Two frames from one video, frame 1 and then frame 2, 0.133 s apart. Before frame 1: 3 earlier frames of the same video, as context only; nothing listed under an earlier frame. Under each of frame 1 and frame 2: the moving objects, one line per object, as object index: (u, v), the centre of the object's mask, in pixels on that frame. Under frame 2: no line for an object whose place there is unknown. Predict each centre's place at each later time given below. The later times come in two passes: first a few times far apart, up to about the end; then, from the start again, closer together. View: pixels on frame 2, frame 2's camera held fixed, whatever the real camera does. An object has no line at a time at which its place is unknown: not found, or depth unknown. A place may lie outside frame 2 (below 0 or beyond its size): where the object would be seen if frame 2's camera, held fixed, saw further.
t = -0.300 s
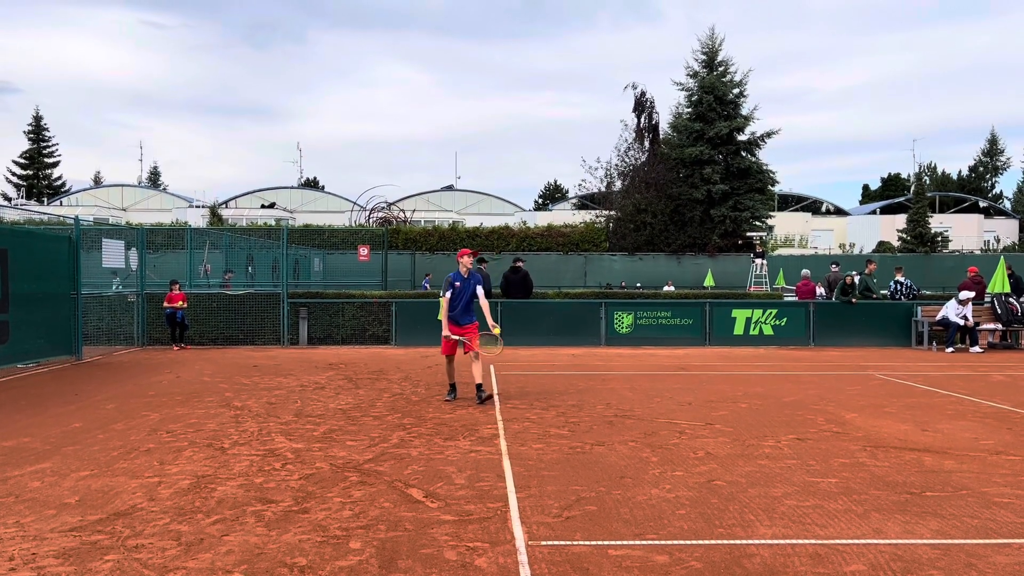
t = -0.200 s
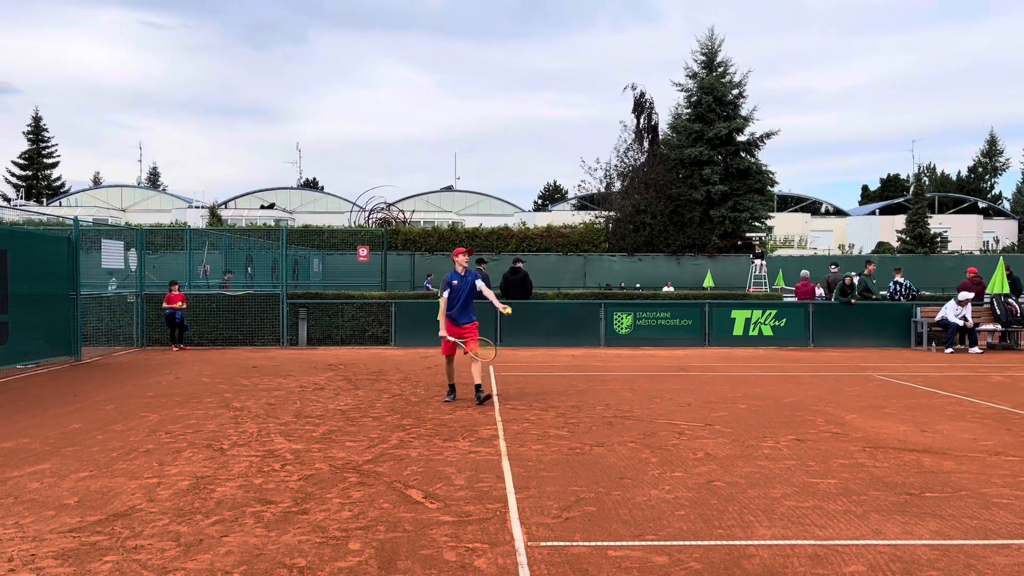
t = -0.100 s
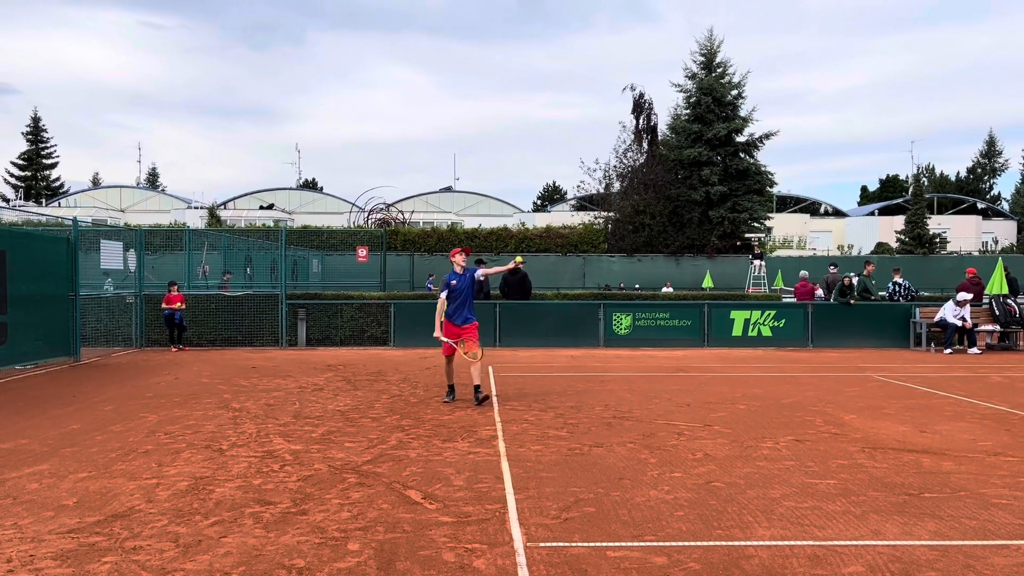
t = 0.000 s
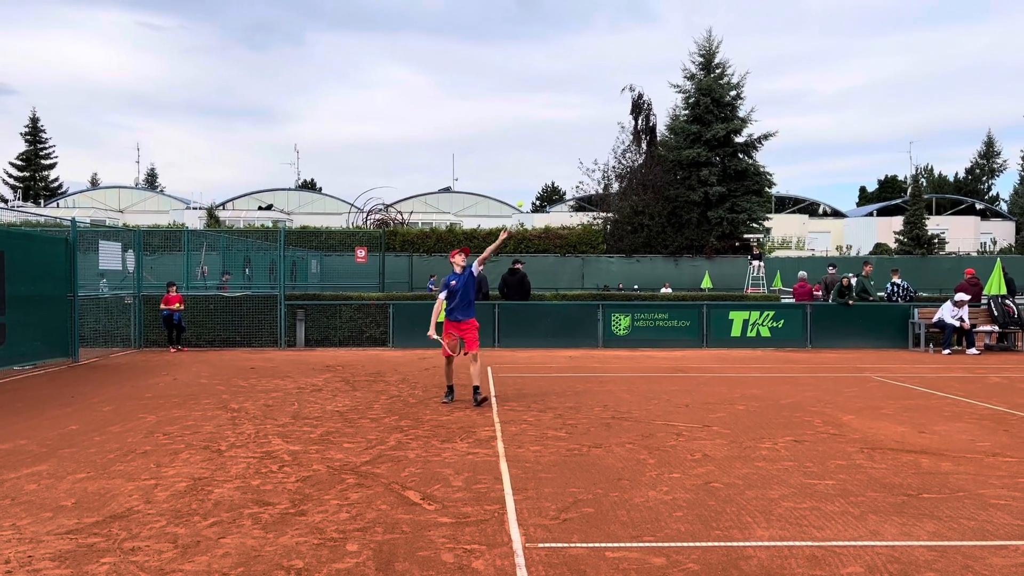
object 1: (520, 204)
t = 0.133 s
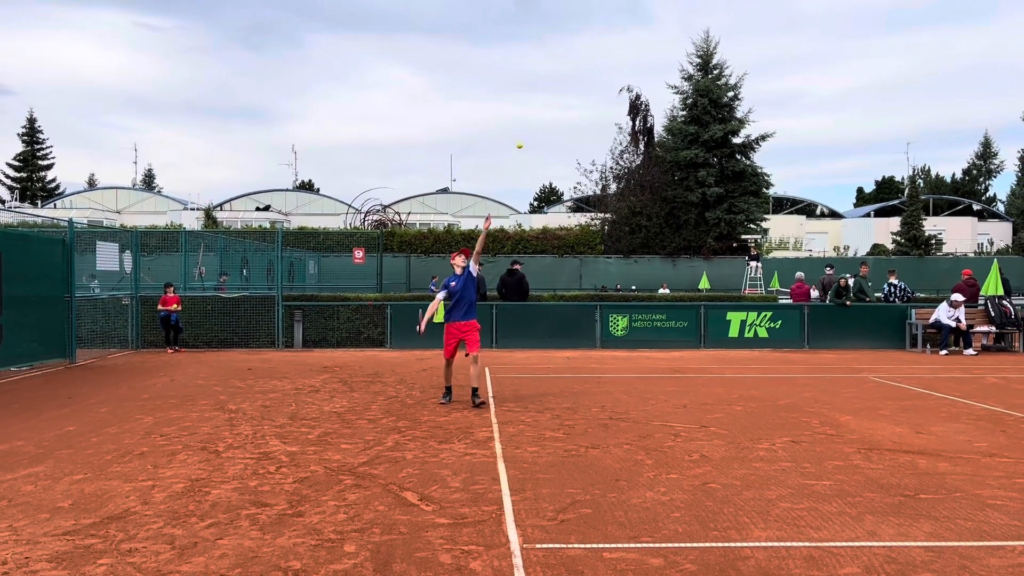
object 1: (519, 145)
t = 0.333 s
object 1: (522, 87)
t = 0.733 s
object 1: (526, 80)
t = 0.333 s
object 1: (522, 87)
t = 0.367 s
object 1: (522, 81)
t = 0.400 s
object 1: (523, 75)
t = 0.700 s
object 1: (526, 75)
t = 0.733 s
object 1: (526, 80)
